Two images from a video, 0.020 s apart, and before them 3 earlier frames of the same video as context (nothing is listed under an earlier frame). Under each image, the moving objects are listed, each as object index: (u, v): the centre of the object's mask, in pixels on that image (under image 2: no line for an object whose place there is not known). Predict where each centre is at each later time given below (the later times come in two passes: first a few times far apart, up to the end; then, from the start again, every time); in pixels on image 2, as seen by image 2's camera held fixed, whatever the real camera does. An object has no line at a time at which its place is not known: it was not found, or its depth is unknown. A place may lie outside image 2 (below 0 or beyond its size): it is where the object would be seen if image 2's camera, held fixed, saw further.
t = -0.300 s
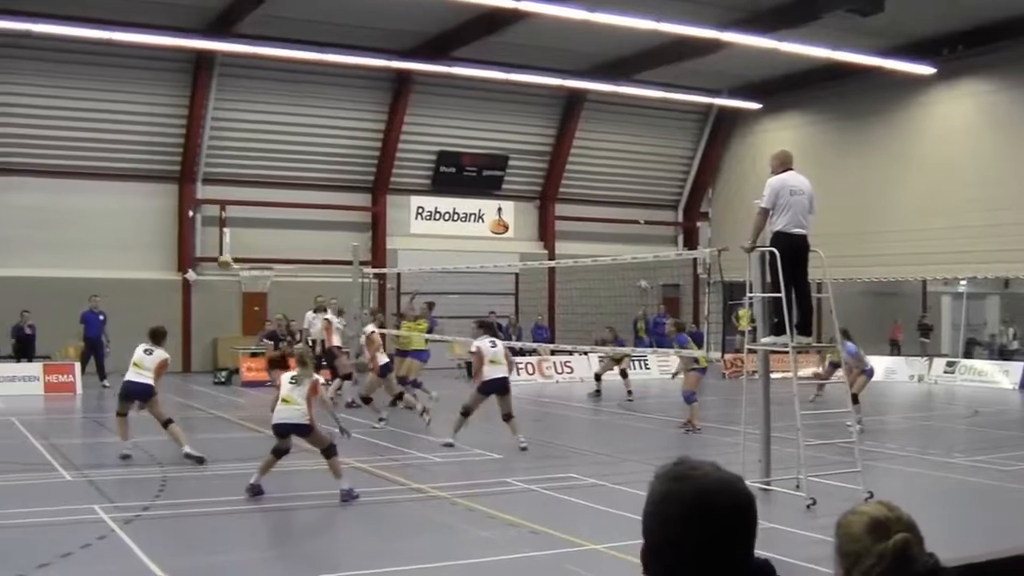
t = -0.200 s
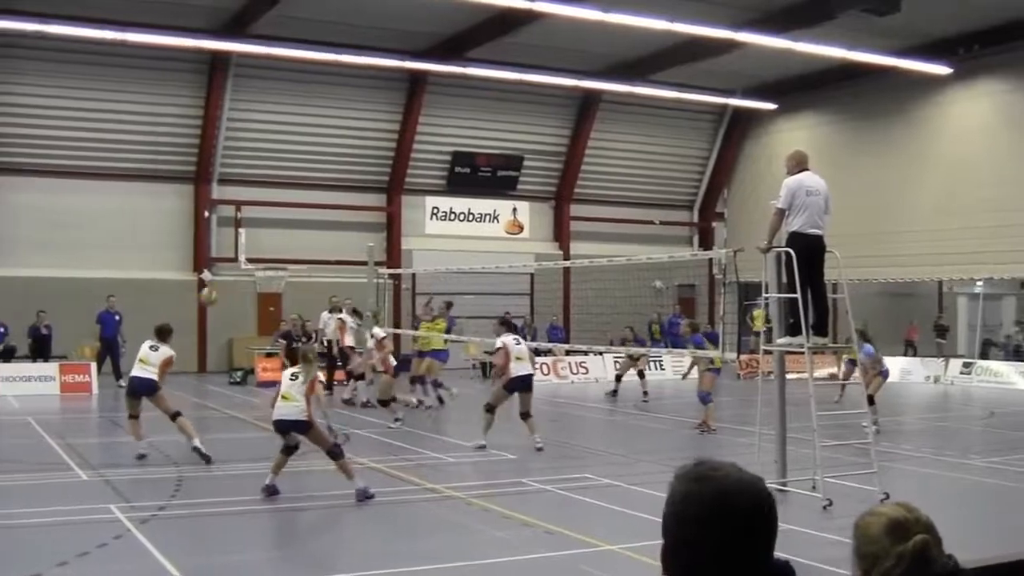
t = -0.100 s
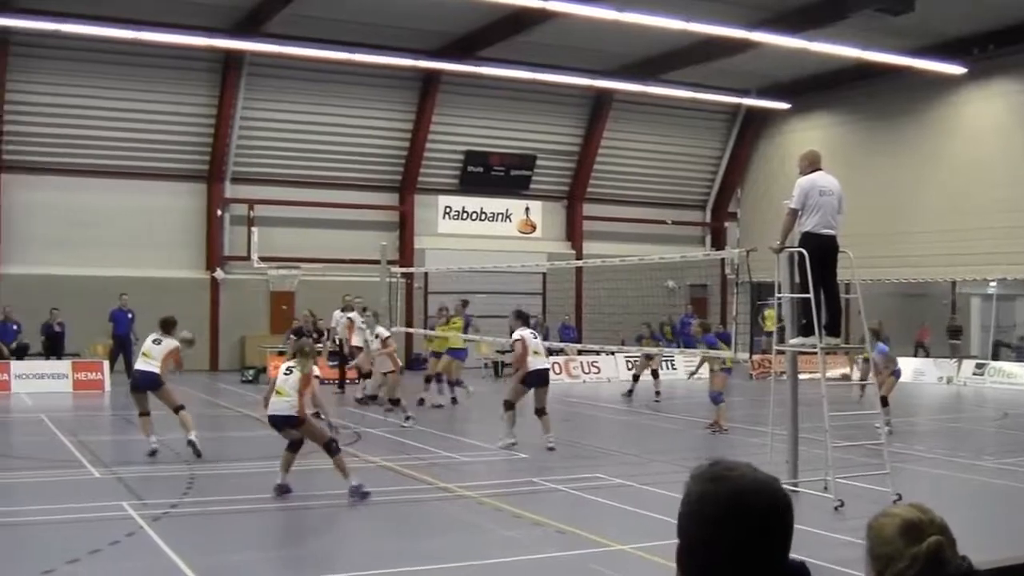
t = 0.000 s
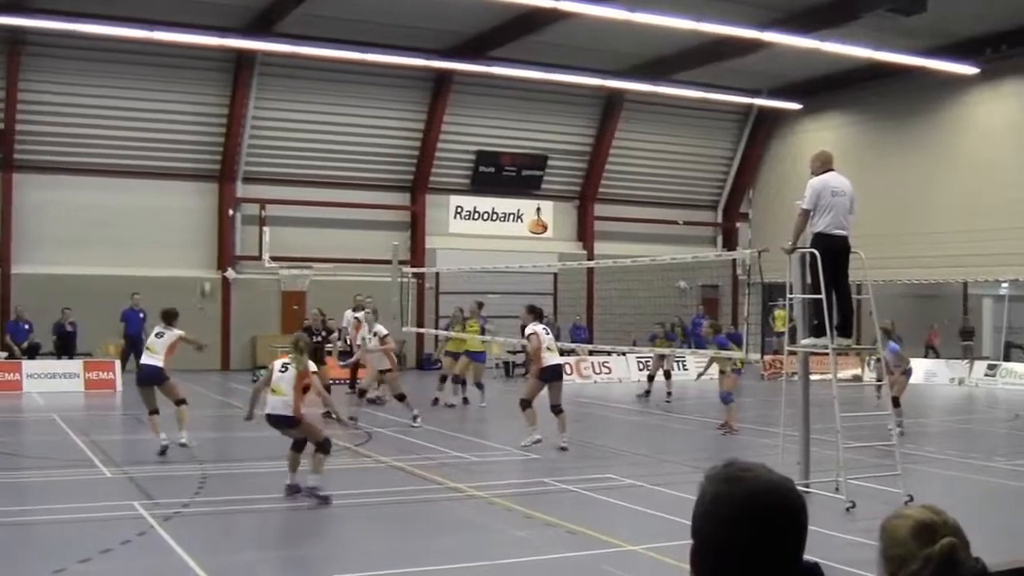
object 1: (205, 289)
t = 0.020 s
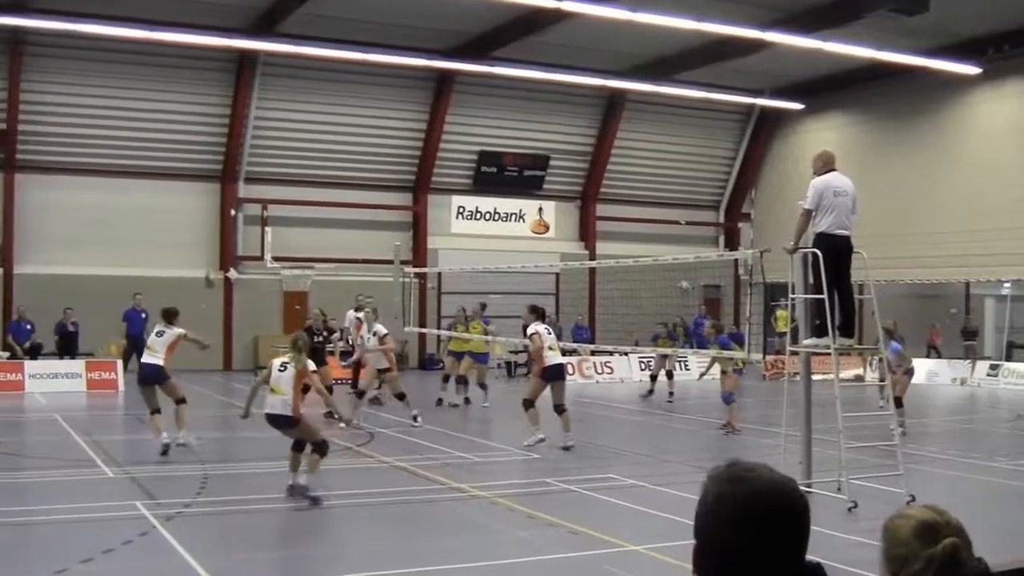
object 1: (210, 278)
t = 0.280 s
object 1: (245, 167)
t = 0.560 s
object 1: (279, 109)
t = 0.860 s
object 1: (306, 113)
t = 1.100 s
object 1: (328, 170)
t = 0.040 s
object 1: (214, 272)
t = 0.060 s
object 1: (219, 260)
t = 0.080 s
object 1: (218, 247)
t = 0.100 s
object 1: (221, 236)
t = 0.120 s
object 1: (223, 225)
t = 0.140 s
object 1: (228, 217)
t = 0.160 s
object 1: (230, 208)
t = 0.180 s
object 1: (232, 201)
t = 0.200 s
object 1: (233, 192)
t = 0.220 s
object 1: (237, 186)
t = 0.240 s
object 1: (239, 179)
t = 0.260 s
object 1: (242, 172)
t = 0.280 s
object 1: (245, 167)
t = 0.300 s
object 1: (247, 158)
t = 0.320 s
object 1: (251, 153)
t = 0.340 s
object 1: (253, 147)
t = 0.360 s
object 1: (256, 142)
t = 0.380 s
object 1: (259, 138)
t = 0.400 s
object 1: (261, 130)
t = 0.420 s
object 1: (263, 128)
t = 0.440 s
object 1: (265, 125)
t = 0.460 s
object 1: (268, 121)
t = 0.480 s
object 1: (269, 118)
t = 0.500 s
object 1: (271, 115)
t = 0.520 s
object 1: (274, 114)
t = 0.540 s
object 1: (276, 111)
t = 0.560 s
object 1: (279, 109)
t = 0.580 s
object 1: (280, 108)
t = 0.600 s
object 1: (282, 106)
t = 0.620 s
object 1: (284, 105)
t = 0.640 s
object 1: (287, 102)
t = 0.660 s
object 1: (288, 102)
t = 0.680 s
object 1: (291, 103)
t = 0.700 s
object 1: (292, 103)
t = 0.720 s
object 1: (294, 104)
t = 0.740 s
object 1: (296, 106)
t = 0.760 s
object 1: (297, 106)
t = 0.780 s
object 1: (301, 108)
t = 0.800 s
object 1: (303, 109)
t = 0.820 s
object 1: (304, 112)
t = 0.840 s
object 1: (306, 113)
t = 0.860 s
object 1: (306, 113)
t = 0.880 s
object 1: (310, 118)
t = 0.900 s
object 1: (312, 122)
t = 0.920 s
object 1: (313, 126)
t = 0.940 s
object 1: (314, 131)
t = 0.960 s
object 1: (316, 135)
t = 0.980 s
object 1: (318, 139)
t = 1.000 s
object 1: (320, 146)
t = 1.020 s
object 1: (322, 149)
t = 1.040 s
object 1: (325, 154)
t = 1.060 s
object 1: (327, 160)
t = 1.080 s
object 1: (326, 165)
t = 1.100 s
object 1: (328, 170)
